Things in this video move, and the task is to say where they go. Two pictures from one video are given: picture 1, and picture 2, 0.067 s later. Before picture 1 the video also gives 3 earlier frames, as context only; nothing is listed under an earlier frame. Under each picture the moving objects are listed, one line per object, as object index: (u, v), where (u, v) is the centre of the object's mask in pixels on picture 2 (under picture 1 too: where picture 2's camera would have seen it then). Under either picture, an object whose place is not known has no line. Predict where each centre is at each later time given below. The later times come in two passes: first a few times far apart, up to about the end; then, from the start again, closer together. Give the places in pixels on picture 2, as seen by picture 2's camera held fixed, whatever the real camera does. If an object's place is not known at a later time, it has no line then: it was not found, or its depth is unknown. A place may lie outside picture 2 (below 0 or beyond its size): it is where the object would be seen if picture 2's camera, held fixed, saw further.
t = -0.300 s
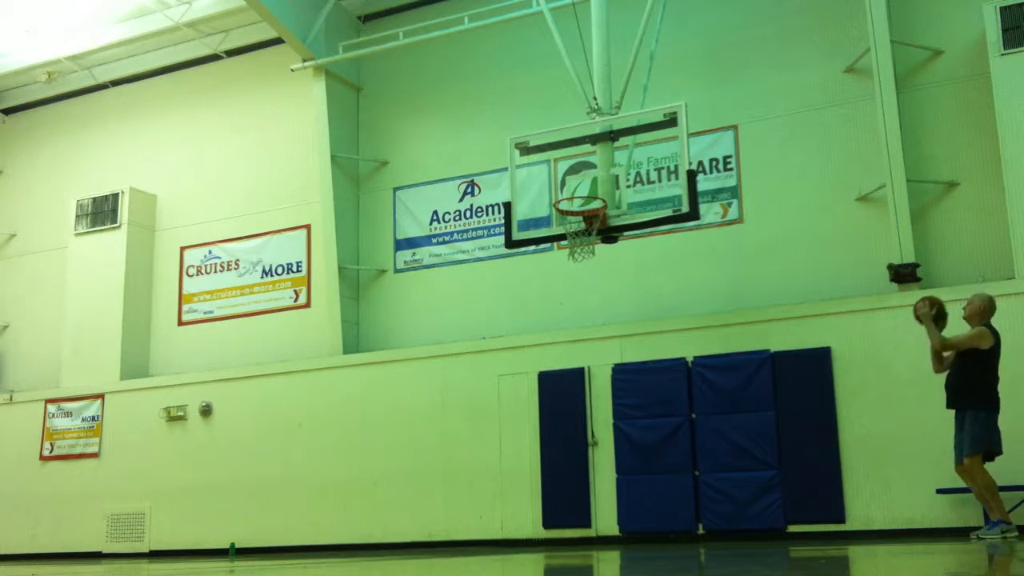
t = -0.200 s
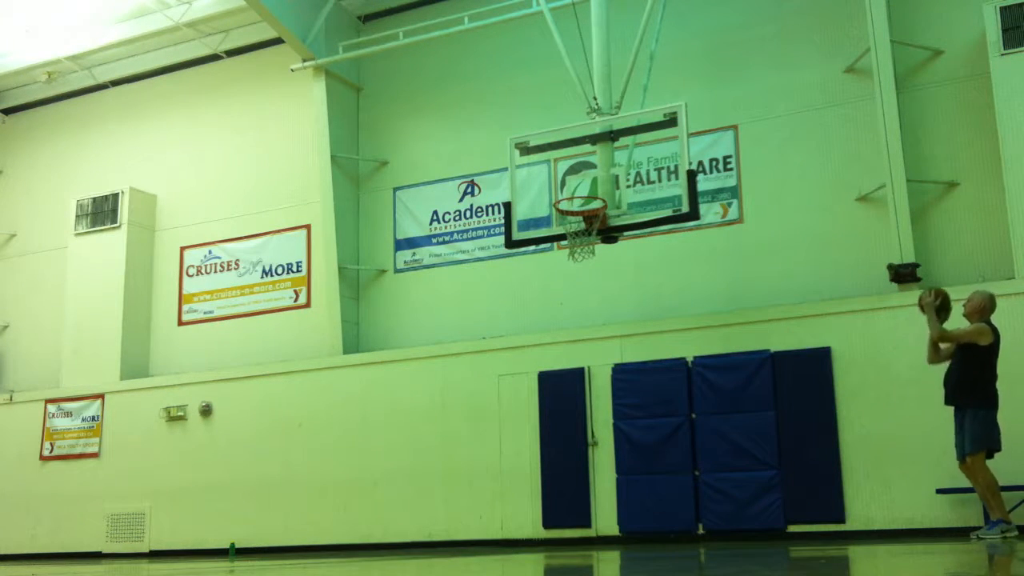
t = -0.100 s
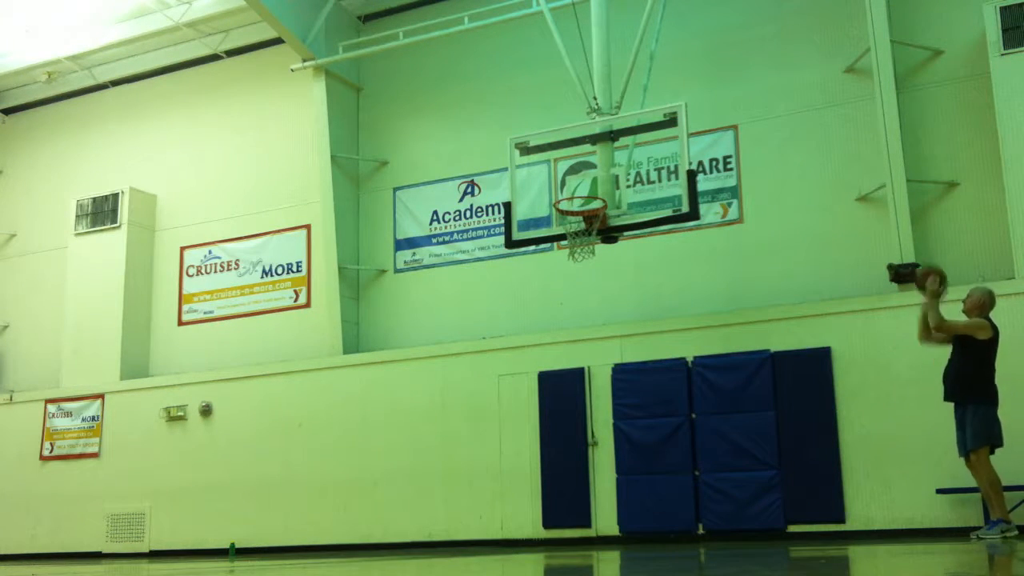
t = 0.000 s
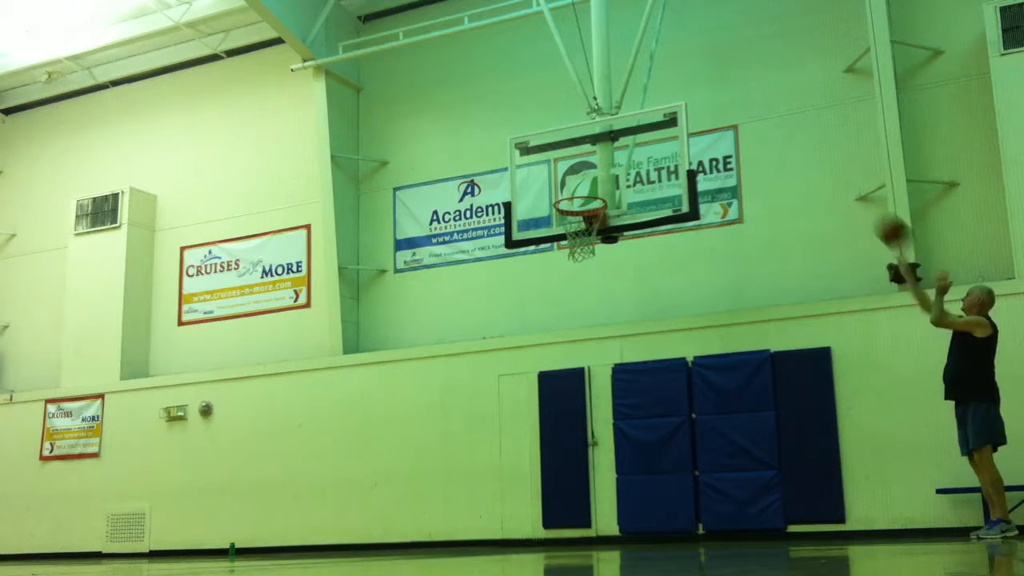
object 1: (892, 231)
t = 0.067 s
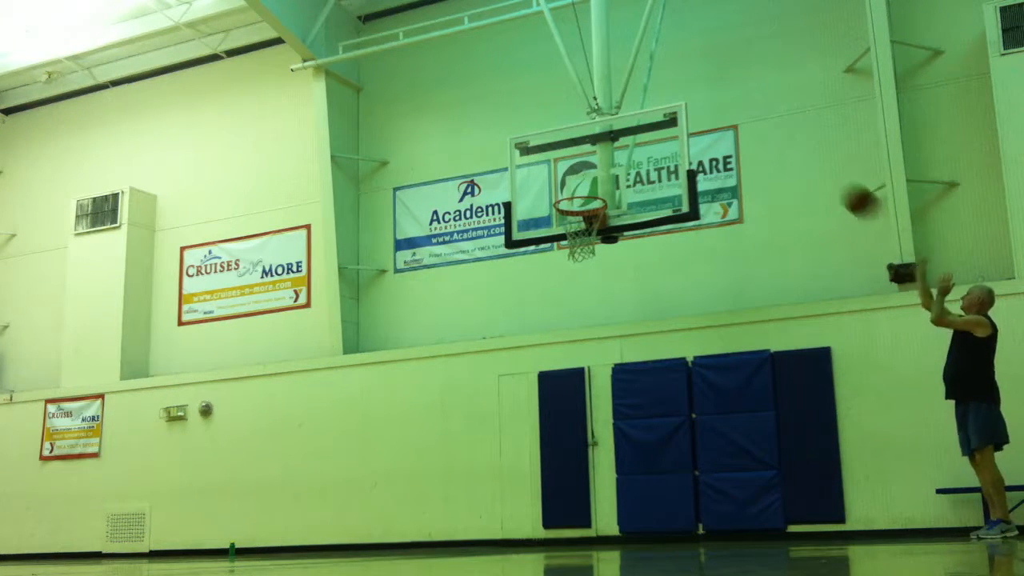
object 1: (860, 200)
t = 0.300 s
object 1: (753, 137)
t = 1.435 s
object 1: (527, 241)
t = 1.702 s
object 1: (494, 388)
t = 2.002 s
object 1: (464, 454)
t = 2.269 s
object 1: (455, 348)
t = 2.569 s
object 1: (445, 331)
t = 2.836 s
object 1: (437, 412)
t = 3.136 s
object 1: (426, 484)
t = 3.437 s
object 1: (409, 403)
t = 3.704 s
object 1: (394, 432)
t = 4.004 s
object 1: (378, 504)
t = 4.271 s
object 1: (371, 447)
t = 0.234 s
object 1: (782, 149)
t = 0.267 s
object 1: (767, 143)
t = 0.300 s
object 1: (753, 137)
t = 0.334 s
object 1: (740, 134)
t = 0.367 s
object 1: (725, 131)
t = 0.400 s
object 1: (712, 129)
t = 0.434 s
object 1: (699, 129)
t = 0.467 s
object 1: (686, 130)
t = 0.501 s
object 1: (672, 133)
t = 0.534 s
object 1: (659, 136)
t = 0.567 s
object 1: (647, 140)
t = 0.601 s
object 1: (635, 145)
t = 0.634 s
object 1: (623, 150)
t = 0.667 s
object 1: (609, 158)
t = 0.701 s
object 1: (598, 167)
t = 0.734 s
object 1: (588, 176)
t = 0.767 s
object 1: (574, 188)
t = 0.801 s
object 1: (565, 200)
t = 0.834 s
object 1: (572, 198)
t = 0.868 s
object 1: (583, 198)
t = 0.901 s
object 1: (592, 198)
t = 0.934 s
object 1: (589, 193)
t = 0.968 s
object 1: (585, 188)
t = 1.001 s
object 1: (581, 185)
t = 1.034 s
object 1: (576, 182)
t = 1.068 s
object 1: (572, 180)
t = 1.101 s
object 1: (568, 180)
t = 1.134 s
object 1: (564, 180)
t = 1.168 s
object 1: (560, 182)
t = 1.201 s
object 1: (556, 185)
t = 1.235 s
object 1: (552, 189)
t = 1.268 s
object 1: (548, 194)
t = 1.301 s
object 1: (544, 200)
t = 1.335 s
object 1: (540, 209)
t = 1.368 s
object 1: (536, 217)
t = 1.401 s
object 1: (533, 229)
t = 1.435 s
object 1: (527, 241)
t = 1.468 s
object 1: (524, 254)
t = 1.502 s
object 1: (520, 269)
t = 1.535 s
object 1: (515, 284)
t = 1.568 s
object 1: (511, 303)
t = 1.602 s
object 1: (507, 321)
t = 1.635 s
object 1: (503, 341)
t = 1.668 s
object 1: (499, 365)
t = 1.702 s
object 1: (494, 388)
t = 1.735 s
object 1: (489, 415)
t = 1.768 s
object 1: (485, 442)
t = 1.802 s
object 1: (479, 471)
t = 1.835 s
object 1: (474, 502)
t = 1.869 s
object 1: (470, 532)
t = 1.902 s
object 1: (468, 515)
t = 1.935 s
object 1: (467, 494)
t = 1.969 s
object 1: (465, 473)
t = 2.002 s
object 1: (464, 454)
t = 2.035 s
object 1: (463, 436)
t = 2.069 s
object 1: (461, 420)
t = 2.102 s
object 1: (460, 405)
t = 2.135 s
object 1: (459, 390)
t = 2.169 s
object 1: (458, 378)
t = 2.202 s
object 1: (457, 367)
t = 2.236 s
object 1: (456, 357)
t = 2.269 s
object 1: (455, 348)
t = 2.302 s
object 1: (453, 341)
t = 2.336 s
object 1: (452, 335)
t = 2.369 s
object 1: (451, 331)
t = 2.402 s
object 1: (450, 327)
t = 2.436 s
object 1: (449, 325)
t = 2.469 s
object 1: (448, 325)
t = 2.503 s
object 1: (447, 325)
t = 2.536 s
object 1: (446, 327)
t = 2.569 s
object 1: (445, 331)
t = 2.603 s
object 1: (444, 335)
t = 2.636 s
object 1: (443, 342)
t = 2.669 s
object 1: (442, 349)
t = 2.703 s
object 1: (441, 359)
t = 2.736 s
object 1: (440, 370)
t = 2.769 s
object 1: (439, 382)
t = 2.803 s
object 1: (438, 395)
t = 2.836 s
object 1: (437, 412)
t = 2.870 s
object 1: (436, 428)
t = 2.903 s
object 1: (435, 447)
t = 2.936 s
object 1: (434, 468)
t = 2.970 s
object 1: (434, 490)
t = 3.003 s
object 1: (433, 515)
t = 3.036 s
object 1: (431, 534)
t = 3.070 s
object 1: (429, 518)
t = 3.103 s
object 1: (428, 500)
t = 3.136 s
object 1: (426, 484)
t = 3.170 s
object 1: (424, 469)
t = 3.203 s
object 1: (422, 457)
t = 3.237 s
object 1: (420, 444)
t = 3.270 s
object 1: (418, 434)
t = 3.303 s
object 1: (417, 425)
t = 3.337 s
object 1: (415, 417)
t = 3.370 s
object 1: (413, 411)
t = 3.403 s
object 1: (411, 407)
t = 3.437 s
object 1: (409, 403)
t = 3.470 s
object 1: (407, 402)
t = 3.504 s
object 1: (406, 401)
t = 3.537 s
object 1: (404, 403)
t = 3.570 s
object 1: (402, 405)
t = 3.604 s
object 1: (400, 409)
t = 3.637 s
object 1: (398, 415)
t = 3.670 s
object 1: (396, 423)
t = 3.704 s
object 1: (394, 432)
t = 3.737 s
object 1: (392, 442)
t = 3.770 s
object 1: (390, 455)
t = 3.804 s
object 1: (388, 469)
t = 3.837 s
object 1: (386, 485)
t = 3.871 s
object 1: (384, 503)
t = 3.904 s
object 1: (382, 523)
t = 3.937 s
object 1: (380, 535)
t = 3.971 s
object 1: (379, 519)
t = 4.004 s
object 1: (378, 504)
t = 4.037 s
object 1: (377, 492)
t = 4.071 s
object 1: (376, 481)
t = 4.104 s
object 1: (375, 472)
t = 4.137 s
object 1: (374, 463)
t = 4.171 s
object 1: (374, 457)
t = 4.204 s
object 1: (373, 452)
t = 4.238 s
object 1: (372, 449)
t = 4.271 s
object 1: (371, 447)
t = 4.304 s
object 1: (370, 447)
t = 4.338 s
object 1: (369, 449)
